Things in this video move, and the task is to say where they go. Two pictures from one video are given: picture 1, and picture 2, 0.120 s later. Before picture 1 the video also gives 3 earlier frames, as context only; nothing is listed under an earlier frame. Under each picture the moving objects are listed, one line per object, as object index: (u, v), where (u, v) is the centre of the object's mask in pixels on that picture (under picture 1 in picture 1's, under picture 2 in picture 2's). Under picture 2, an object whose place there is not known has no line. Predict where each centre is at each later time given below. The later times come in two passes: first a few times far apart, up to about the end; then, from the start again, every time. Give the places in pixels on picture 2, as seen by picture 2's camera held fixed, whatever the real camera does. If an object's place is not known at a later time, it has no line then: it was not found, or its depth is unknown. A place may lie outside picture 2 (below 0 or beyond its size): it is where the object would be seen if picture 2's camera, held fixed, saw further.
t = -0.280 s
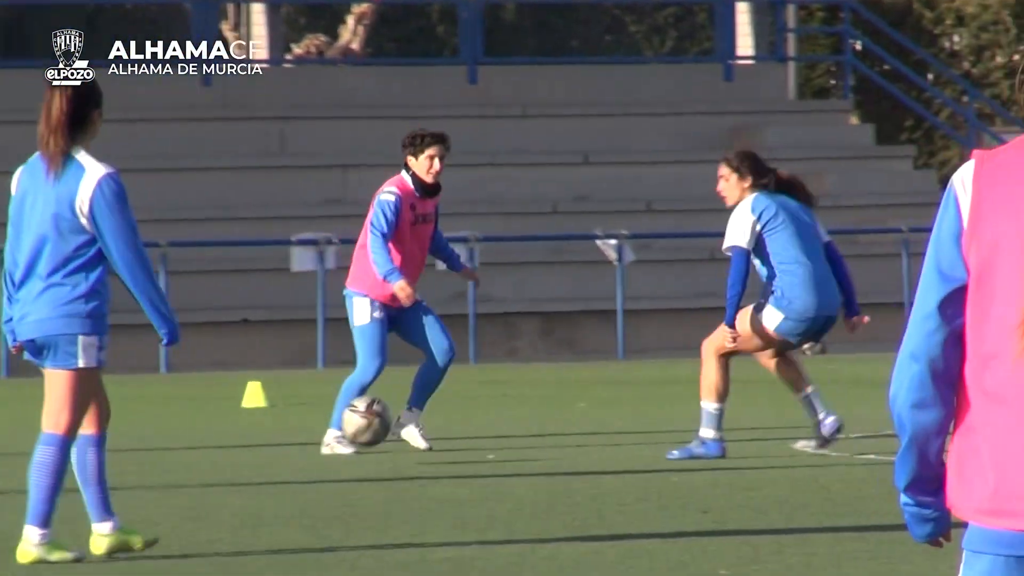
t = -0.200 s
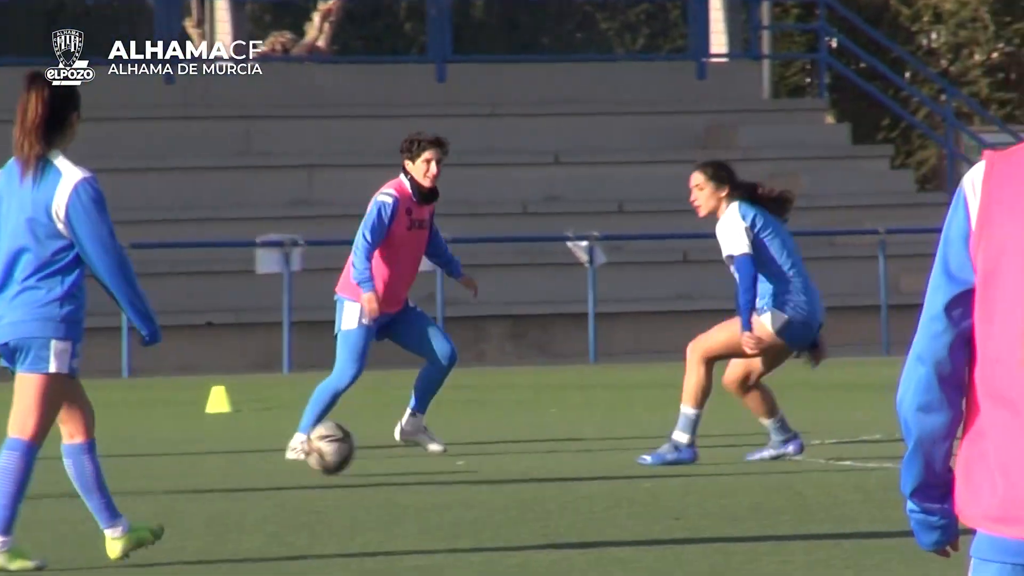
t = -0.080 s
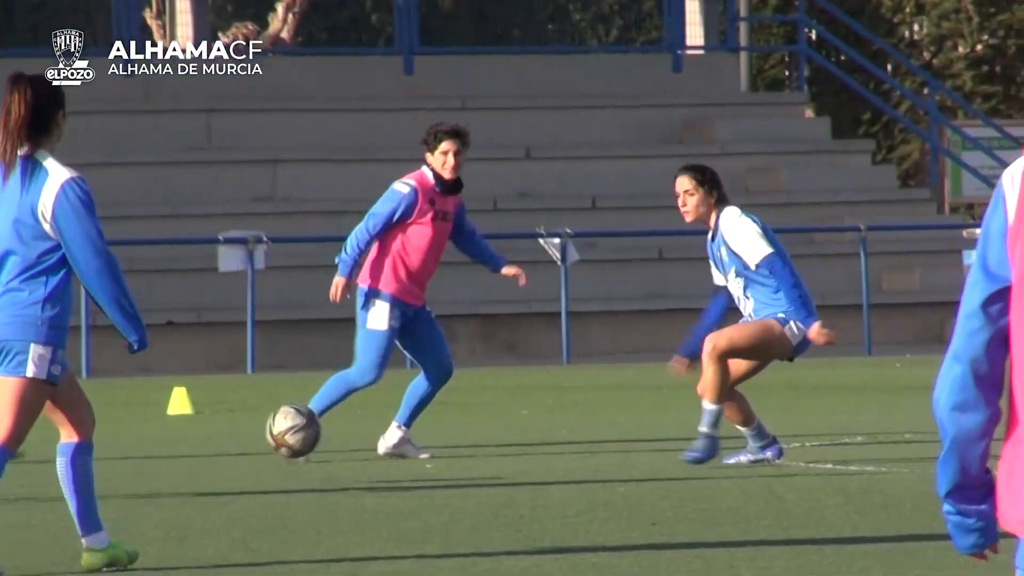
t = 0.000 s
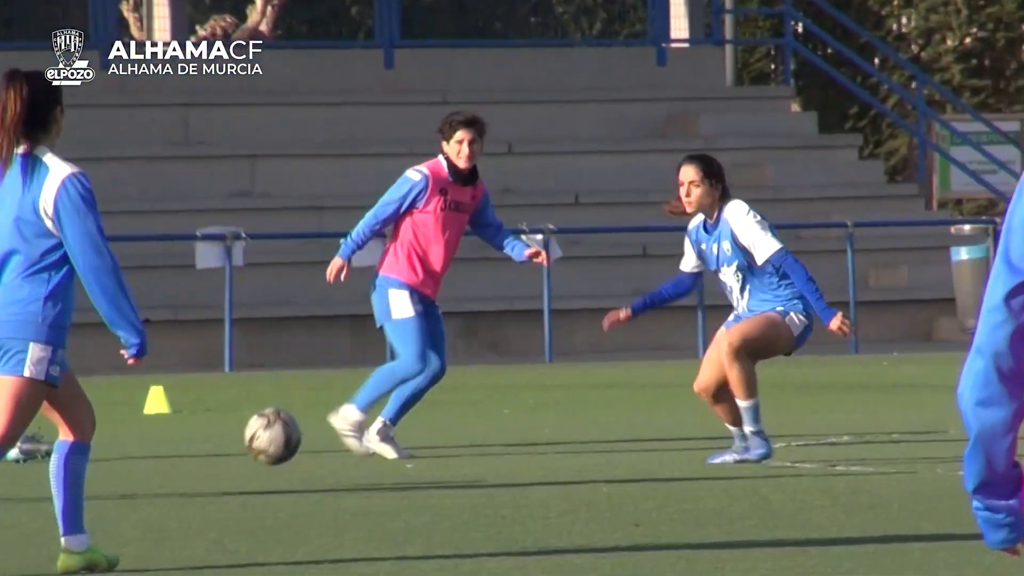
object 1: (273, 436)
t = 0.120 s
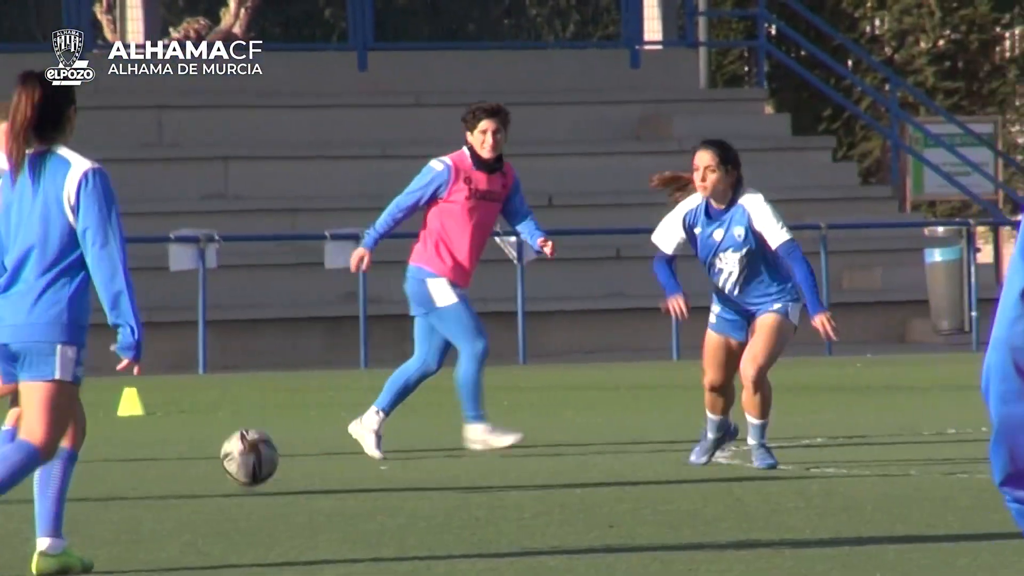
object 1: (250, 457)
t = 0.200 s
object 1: (256, 442)
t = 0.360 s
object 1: (270, 462)
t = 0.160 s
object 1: (253, 448)
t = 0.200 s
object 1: (256, 442)
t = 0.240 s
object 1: (260, 440)
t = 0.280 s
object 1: (263, 443)
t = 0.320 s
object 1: (267, 451)
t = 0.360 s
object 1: (270, 462)
